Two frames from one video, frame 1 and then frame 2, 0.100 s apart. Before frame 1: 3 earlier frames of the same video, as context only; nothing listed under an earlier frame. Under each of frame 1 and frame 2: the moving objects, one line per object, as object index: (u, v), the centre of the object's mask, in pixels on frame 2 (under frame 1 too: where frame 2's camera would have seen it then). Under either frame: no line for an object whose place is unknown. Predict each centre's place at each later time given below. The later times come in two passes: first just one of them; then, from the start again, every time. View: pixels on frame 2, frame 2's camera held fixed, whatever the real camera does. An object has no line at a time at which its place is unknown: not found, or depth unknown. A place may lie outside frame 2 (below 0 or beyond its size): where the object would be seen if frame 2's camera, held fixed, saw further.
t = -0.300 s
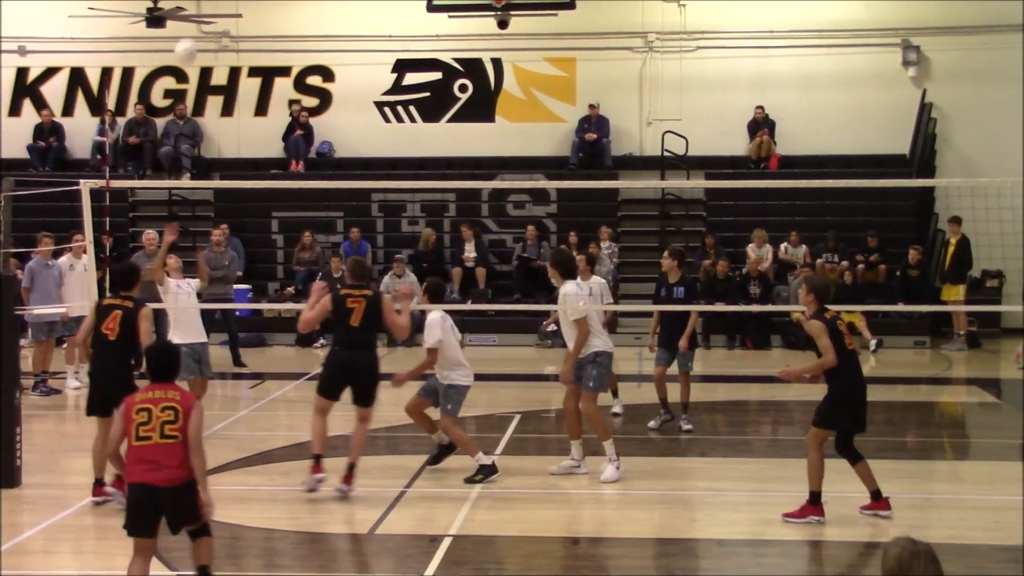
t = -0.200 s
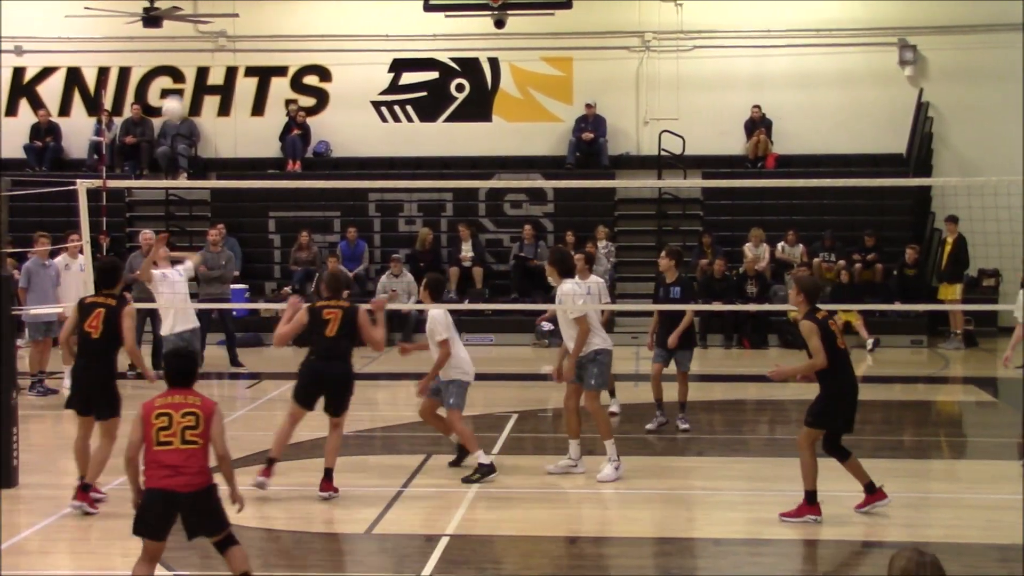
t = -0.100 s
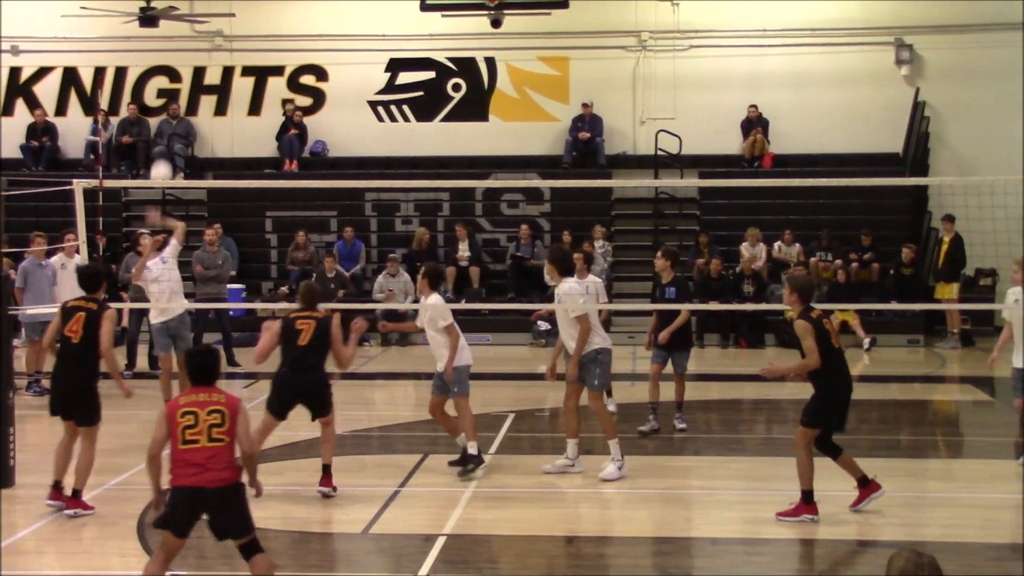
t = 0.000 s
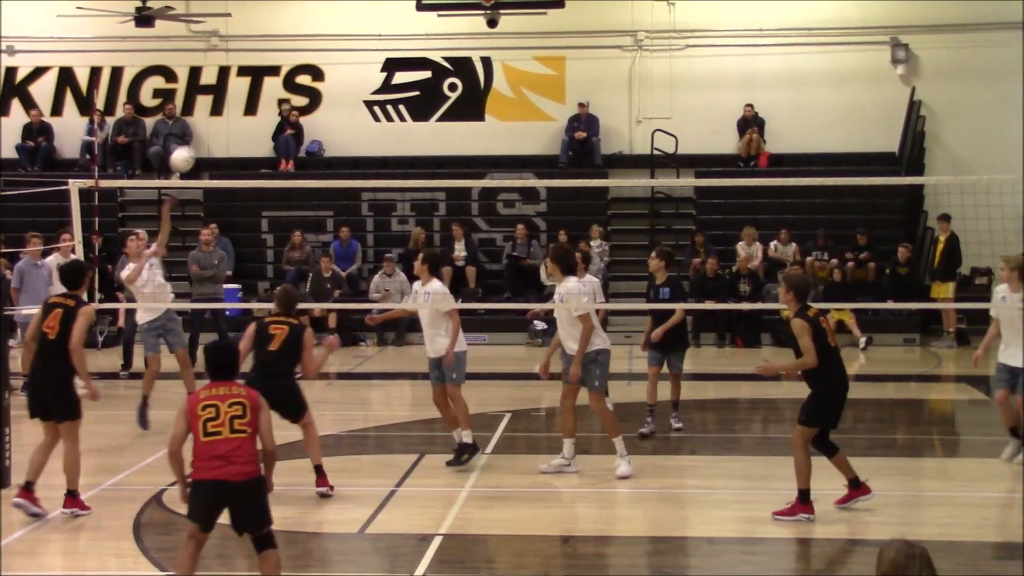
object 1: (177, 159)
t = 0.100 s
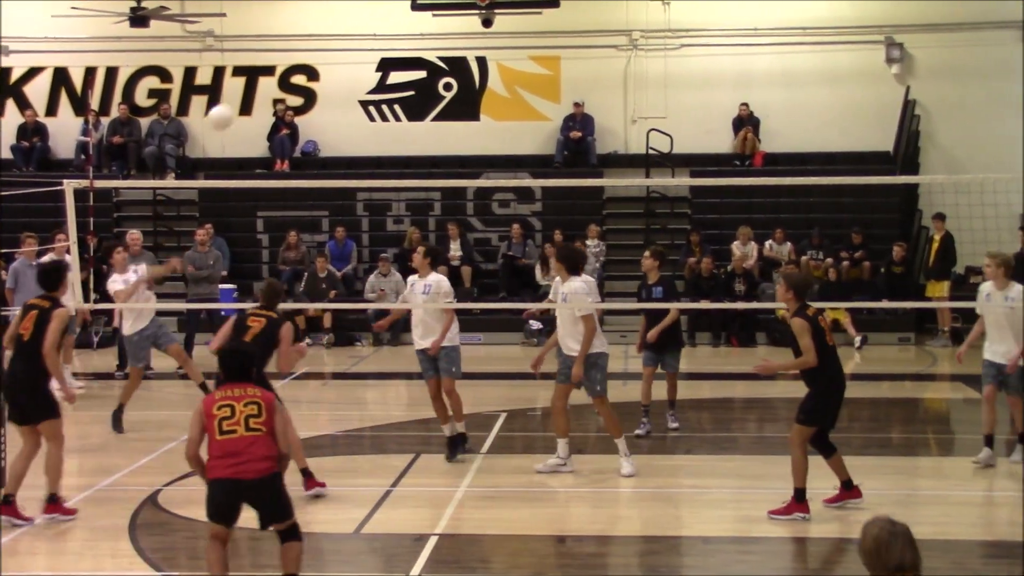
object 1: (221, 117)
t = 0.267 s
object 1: (302, 74)
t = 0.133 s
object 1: (236, 105)
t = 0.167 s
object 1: (251, 96)
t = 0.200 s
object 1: (267, 87)
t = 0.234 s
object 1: (285, 79)
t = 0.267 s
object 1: (302, 74)
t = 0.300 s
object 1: (321, 70)
